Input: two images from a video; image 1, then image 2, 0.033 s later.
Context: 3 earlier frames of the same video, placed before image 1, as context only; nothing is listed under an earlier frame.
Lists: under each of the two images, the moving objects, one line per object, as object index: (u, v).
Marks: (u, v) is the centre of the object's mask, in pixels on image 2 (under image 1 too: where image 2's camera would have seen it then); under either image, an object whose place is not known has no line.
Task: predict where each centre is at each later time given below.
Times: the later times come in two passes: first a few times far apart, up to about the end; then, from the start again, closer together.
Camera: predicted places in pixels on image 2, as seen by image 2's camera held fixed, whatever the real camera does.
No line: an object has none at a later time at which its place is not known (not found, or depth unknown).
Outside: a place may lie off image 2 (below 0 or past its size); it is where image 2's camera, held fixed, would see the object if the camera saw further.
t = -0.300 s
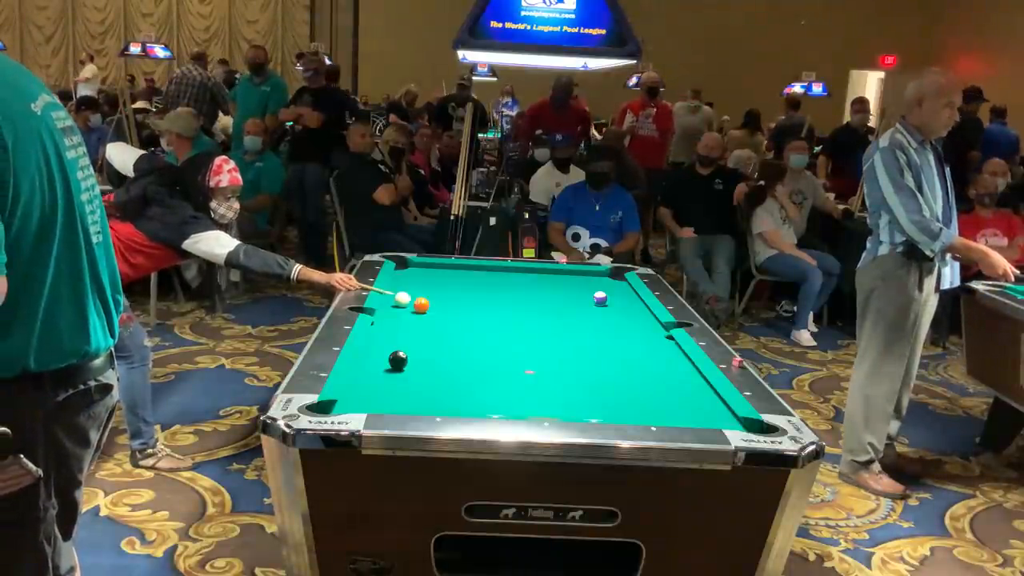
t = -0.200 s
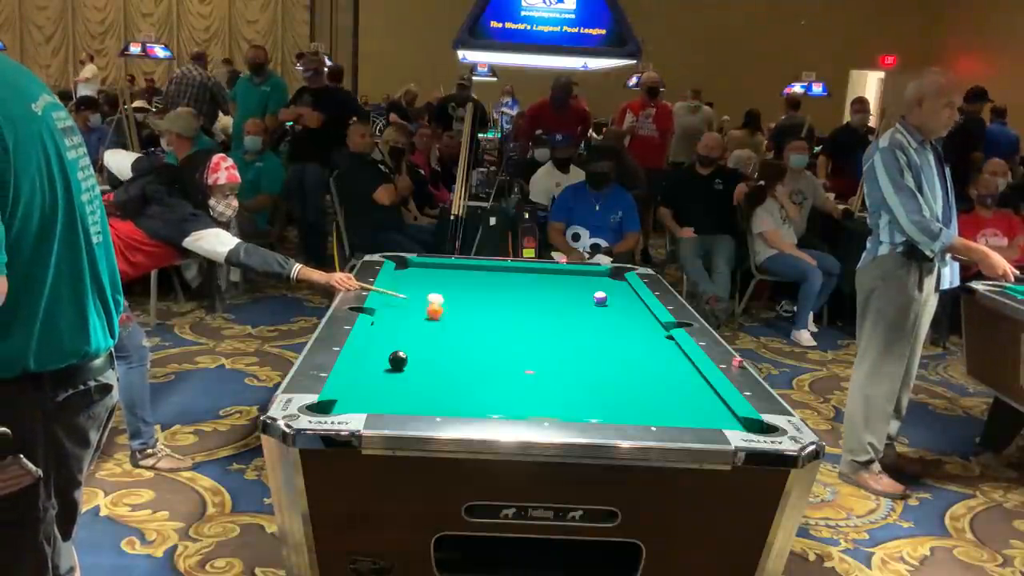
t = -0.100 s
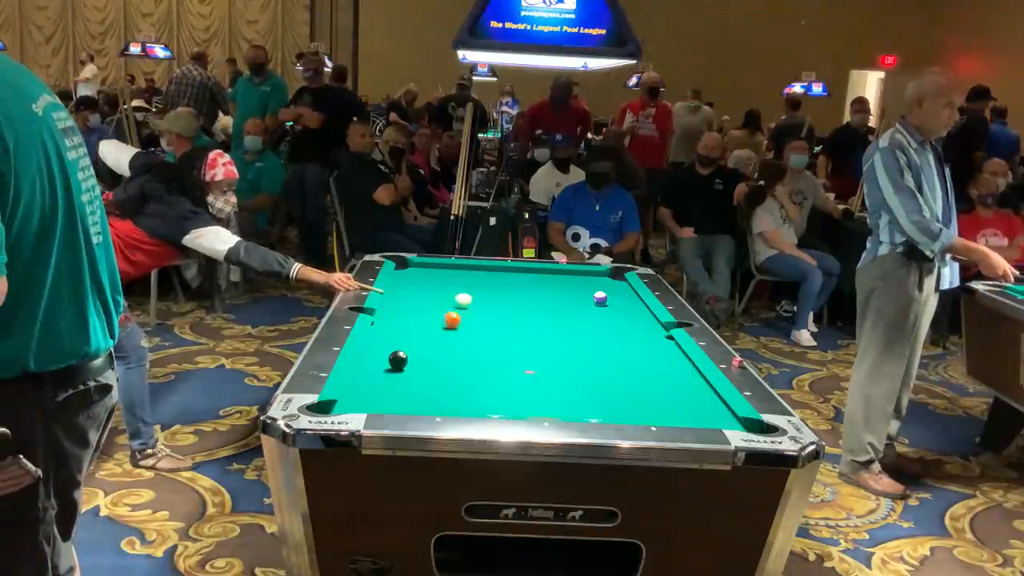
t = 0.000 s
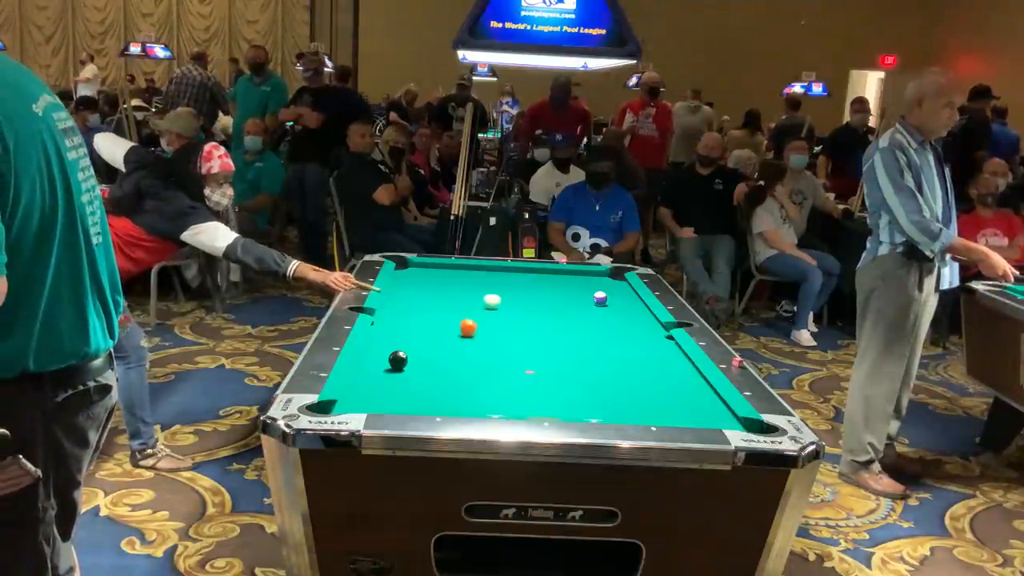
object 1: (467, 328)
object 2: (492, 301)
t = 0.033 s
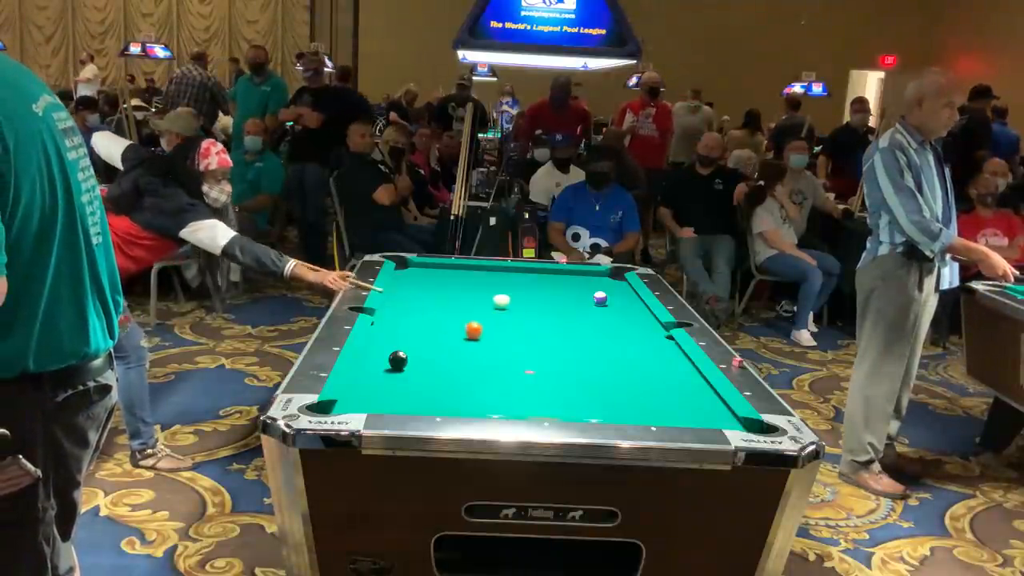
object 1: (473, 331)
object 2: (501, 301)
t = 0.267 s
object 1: (513, 351)
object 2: (566, 303)
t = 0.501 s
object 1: (559, 373)
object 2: (628, 305)
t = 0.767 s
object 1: (618, 402)
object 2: (606, 304)
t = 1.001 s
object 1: (668, 416)
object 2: (573, 302)
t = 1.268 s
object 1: (687, 405)
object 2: (538, 301)
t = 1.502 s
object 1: (702, 393)
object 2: (508, 300)
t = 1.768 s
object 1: (688, 381)
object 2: (475, 298)
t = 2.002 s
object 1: (669, 372)
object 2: (448, 297)
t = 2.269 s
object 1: (651, 363)
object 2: (418, 296)
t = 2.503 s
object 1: (637, 355)
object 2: (394, 295)
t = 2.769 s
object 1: (623, 348)
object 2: (405, 295)
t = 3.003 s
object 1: (612, 342)
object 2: (419, 296)
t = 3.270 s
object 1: (601, 337)
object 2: (432, 296)
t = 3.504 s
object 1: (593, 332)
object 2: (442, 297)
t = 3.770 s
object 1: (585, 327)
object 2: (452, 298)
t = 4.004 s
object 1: (579, 324)
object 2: (459, 298)
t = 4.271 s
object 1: (572, 321)
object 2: (465, 299)
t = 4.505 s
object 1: (567, 318)
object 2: (469, 299)
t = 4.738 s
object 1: (563, 316)
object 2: (471, 299)
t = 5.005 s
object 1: (559, 314)
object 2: (473, 299)
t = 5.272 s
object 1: (556, 313)
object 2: (472, 299)
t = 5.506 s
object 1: (554, 311)
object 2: (472, 299)
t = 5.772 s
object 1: (552, 311)
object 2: (472, 299)
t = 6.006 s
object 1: (552, 311)
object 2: (472, 299)
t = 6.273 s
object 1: (552, 311)
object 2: (472, 299)
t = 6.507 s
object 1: (552, 311)
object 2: (472, 299)
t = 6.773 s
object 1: (552, 311)
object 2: (472, 299)
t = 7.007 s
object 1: (552, 311)
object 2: (472, 299)
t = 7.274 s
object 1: (552, 311)
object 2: (472, 299)
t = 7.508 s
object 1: (552, 311)
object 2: (472, 299)
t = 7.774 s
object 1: (552, 311)
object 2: (472, 299)
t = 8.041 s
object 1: (552, 311)
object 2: (472, 299)
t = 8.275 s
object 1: (552, 311)
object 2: (472, 299)
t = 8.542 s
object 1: (552, 311)
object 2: (472, 299)
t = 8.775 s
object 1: (552, 311)
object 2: (472, 299)
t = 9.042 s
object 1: (552, 311)
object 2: (472, 299)
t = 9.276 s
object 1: (552, 311)
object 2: (472, 299)
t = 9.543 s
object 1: (552, 311)
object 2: (472, 299)
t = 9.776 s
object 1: (552, 311)
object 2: (472, 299)
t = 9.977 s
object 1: (552, 311)
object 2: (472, 299)
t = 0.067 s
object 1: (478, 334)
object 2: (511, 302)
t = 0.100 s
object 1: (484, 336)
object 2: (520, 302)
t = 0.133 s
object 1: (490, 339)
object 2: (529, 302)
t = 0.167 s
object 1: (496, 342)
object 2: (539, 302)
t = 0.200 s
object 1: (502, 345)
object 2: (548, 303)
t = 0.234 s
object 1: (507, 348)
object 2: (557, 303)
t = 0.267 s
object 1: (513, 351)
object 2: (566, 303)
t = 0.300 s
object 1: (520, 354)
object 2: (575, 303)
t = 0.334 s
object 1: (526, 357)
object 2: (584, 304)
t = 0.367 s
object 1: (532, 360)
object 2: (593, 304)
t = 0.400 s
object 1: (539, 363)
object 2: (602, 304)
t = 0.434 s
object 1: (545, 366)
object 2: (610, 304)
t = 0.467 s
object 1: (552, 370)
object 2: (619, 304)
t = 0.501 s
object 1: (559, 373)
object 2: (628, 305)
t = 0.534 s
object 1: (566, 376)
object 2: (636, 305)
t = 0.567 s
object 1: (573, 380)
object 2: (637, 305)
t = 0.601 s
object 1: (580, 383)
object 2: (631, 305)
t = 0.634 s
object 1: (587, 387)
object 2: (626, 304)
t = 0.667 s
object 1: (595, 390)
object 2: (621, 304)
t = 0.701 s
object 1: (602, 394)
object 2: (616, 304)
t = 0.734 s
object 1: (610, 398)
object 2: (611, 304)
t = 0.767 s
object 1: (618, 402)
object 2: (606, 304)
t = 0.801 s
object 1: (626, 405)
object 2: (602, 303)
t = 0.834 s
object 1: (634, 409)
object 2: (597, 303)
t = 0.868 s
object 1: (643, 412)
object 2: (592, 303)
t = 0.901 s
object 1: (651, 414)
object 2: (587, 303)
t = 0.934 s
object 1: (660, 417)
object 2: (583, 303)
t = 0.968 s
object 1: (666, 417)
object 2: (578, 302)
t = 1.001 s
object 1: (668, 416)
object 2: (573, 302)
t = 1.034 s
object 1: (671, 415)
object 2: (569, 302)
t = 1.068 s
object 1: (673, 414)
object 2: (564, 302)
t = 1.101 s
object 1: (676, 413)
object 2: (560, 302)
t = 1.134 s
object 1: (678, 412)
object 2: (555, 302)
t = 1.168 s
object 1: (680, 410)
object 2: (551, 302)
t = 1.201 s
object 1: (683, 409)
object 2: (546, 301)
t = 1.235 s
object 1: (685, 407)
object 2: (542, 301)
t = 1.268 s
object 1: (687, 405)
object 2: (538, 301)
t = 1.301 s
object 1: (690, 403)
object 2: (533, 301)
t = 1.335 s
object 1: (692, 402)
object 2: (529, 301)
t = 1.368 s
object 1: (694, 400)
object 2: (525, 300)
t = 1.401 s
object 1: (696, 398)
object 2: (520, 300)
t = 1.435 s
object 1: (698, 396)
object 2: (516, 300)
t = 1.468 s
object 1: (700, 395)
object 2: (512, 300)
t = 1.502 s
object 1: (702, 393)
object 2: (508, 300)
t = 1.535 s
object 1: (704, 392)
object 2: (504, 300)
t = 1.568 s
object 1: (705, 390)
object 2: (499, 300)
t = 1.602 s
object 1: (702, 389)
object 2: (495, 299)
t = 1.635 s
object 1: (699, 387)
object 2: (491, 299)
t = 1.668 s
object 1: (696, 385)
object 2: (487, 299)
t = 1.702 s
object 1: (693, 384)
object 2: (483, 299)
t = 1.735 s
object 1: (690, 383)
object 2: (479, 299)
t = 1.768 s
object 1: (688, 381)
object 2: (475, 298)
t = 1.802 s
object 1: (685, 380)
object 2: (471, 298)
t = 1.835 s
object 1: (682, 379)
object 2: (467, 298)
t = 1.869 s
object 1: (679, 377)
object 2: (463, 298)
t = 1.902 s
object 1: (677, 376)
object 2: (459, 298)
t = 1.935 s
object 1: (674, 375)
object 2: (455, 298)
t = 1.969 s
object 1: (672, 373)
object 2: (451, 298)
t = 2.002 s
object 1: (669, 372)
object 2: (448, 297)
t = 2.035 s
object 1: (667, 371)
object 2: (444, 297)
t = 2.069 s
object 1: (665, 370)
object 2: (440, 297)
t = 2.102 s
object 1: (662, 368)
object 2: (436, 297)
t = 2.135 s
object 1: (660, 367)
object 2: (433, 296)
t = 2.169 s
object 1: (657, 366)
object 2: (429, 296)
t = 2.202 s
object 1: (655, 365)
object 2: (425, 296)
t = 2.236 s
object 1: (653, 364)
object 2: (422, 296)
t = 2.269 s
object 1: (651, 363)
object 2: (418, 296)
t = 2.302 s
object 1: (649, 362)
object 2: (415, 296)
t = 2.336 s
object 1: (647, 361)
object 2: (411, 295)
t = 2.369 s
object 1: (645, 360)
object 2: (408, 295)
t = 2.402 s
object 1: (643, 359)
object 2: (405, 295)
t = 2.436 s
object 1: (641, 357)
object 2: (401, 295)
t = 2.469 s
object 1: (639, 356)
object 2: (397, 295)
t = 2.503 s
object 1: (637, 355)
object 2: (394, 295)
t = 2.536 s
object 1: (635, 355)
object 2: (391, 295)
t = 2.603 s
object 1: (631, 352)
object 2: (395, 295)
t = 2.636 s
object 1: (630, 352)
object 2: (397, 295)
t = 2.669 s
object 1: (628, 351)
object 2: (399, 295)
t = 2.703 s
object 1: (626, 350)
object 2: (401, 295)
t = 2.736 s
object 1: (625, 349)
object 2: (403, 295)
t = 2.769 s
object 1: (623, 348)
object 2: (405, 295)
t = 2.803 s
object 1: (621, 347)
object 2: (407, 296)
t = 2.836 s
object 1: (620, 346)
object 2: (409, 296)
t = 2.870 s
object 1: (618, 346)
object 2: (411, 296)
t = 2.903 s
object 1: (617, 345)
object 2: (413, 296)
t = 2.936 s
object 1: (615, 344)
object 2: (415, 296)
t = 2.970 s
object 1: (614, 343)
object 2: (417, 296)
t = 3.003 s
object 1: (612, 342)
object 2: (419, 296)
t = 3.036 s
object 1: (610, 342)
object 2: (420, 296)
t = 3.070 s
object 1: (609, 341)
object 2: (422, 296)
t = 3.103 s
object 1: (608, 340)
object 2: (424, 296)
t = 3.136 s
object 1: (606, 339)
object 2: (426, 296)
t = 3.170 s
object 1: (605, 339)
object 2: (427, 296)
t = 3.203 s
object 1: (604, 338)
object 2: (429, 296)
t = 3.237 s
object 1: (602, 337)
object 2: (431, 296)
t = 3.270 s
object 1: (601, 337)
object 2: (432, 296)
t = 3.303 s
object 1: (600, 336)
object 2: (434, 296)
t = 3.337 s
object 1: (599, 335)
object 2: (435, 297)
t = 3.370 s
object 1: (598, 334)
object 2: (436, 297)
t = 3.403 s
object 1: (597, 334)
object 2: (438, 297)
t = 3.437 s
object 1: (595, 333)
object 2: (439, 297)
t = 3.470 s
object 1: (594, 333)
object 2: (440, 297)
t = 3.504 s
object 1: (593, 332)
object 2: (442, 297)
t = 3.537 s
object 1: (592, 331)
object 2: (443, 297)
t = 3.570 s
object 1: (591, 331)
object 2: (445, 298)
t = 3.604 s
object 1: (590, 330)
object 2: (446, 298)
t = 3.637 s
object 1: (589, 330)
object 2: (447, 298)
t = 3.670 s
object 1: (588, 329)
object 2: (448, 298)
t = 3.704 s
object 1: (587, 328)
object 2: (449, 298)
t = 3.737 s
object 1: (586, 328)
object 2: (450, 298)
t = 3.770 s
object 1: (585, 327)
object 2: (452, 298)
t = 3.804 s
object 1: (584, 327)
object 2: (453, 298)
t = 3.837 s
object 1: (583, 326)
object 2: (453, 298)
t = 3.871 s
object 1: (582, 326)
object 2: (455, 298)
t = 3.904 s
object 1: (581, 325)
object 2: (456, 298)
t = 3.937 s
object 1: (580, 325)
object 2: (457, 298)
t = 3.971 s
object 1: (580, 324)
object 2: (458, 298)
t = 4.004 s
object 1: (579, 324)
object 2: (459, 298)
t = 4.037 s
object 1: (578, 323)
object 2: (459, 299)
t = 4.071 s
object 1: (577, 323)
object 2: (460, 299)
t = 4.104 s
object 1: (576, 323)
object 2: (461, 299)
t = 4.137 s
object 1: (575, 322)
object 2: (462, 299)
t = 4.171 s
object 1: (575, 322)
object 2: (463, 299)
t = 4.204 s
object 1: (574, 321)
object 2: (463, 299)
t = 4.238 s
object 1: (573, 321)
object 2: (464, 299)
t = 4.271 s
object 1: (572, 321)
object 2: (465, 299)
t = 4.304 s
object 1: (571, 320)
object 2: (466, 299)
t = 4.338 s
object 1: (571, 320)
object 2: (466, 299)
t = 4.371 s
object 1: (570, 320)
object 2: (466, 299)
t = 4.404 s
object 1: (569, 319)
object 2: (467, 299)
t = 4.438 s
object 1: (569, 319)
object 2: (468, 299)
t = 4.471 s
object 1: (568, 318)
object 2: (468, 299)
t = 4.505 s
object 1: (567, 318)
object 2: (469, 299)
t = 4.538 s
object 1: (567, 318)
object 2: (469, 299)
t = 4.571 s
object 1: (566, 317)
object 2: (469, 299)
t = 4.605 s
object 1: (566, 317)
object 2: (470, 299)
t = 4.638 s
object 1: (565, 317)
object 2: (470, 299)
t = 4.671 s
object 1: (564, 316)
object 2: (471, 299)
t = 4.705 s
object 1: (564, 316)
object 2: (471, 299)
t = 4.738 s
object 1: (563, 316)
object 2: (471, 299)
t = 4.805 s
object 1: (562, 315)
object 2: (472, 299)
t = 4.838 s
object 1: (561, 315)
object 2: (472, 299)
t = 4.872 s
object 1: (561, 315)
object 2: (472, 299)
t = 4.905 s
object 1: (561, 314)
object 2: (472, 299)
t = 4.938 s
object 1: (560, 314)
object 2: (472, 299)
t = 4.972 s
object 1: (560, 314)
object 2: (473, 299)
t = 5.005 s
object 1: (559, 314)
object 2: (473, 299)
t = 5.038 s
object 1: (559, 314)
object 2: (473, 299)
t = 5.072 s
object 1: (558, 314)
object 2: (473, 299)
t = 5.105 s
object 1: (558, 313)
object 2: (473, 299)
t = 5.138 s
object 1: (557, 313)
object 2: (473, 299)
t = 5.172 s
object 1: (557, 313)
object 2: (472, 299)
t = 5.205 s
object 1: (556, 313)
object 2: (472, 299)
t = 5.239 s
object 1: (556, 313)
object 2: (472, 299)
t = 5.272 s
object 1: (556, 313)
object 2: (472, 299)
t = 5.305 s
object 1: (556, 312)
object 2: (472, 299)
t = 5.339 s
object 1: (555, 312)
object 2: (472, 299)
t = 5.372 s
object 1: (555, 312)
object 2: (472, 299)
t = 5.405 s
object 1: (555, 312)
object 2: (472, 299)
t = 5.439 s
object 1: (555, 312)
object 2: (472, 299)
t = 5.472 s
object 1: (554, 312)
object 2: (472, 299)
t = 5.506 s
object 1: (554, 311)
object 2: (472, 299)
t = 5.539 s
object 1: (554, 311)
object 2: (472, 299)
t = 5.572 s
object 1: (554, 311)
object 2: (472, 299)
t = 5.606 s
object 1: (554, 311)
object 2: (472, 299)
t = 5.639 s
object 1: (553, 311)
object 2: (472, 299)
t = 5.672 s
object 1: (553, 311)
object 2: (472, 299)
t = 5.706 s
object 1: (553, 311)
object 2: (472, 299)
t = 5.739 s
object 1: (553, 311)
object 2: (472, 299)
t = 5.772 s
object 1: (552, 311)
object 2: (472, 299)
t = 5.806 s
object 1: (552, 311)
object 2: (472, 299)
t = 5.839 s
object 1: (552, 311)
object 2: (472, 299)
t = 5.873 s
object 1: (552, 311)
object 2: (472, 299)
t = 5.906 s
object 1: (552, 311)
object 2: (472, 299)
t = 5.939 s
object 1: (552, 311)
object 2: (472, 299)
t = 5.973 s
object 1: (552, 311)
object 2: (472, 299)
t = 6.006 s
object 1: (552, 311)
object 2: (472, 299)
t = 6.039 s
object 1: (552, 311)
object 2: (472, 299)
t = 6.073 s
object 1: (551, 311)
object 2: (472, 299)
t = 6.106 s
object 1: (551, 311)
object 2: (472, 299)
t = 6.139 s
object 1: (552, 311)
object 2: (472, 299)
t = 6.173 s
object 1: (551, 311)
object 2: (472, 299)
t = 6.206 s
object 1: (552, 311)
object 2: (472, 299)
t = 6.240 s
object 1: (552, 311)
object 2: (472, 299)
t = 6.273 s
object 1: (552, 311)
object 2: (472, 299)
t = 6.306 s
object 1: (552, 311)
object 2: (472, 299)
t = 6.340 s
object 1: (552, 311)
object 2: (472, 299)
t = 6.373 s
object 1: (552, 311)
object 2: (472, 299)
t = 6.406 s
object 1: (552, 311)
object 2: (472, 299)
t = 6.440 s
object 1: (552, 311)
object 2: (472, 299)
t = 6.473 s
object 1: (552, 311)
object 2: (472, 299)
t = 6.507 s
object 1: (552, 311)
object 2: (472, 299)
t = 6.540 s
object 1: (552, 311)
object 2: (472, 299)
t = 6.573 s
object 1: (552, 311)
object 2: (472, 299)
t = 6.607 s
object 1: (552, 311)
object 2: (472, 299)
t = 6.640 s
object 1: (552, 311)
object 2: (472, 299)
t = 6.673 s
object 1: (552, 311)
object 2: (472, 299)
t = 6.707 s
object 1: (552, 311)
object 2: (472, 299)
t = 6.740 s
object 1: (552, 311)
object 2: (472, 299)
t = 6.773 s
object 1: (552, 311)
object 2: (472, 299)
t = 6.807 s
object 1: (552, 311)
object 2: (472, 299)
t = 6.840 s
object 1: (552, 311)
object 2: (472, 299)
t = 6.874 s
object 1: (552, 311)
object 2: (472, 299)
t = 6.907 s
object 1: (552, 311)
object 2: (472, 299)
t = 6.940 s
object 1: (552, 311)
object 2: (472, 299)
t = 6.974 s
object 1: (552, 311)
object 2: (472, 299)
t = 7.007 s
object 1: (552, 311)
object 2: (472, 299)
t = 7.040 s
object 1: (552, 311)
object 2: (472, 299)
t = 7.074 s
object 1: (552, 311)
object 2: (472, 299)
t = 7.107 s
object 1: (552, 311)
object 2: (472, 299)
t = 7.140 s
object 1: (552, 311)
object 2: (472, 299)
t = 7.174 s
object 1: (552, 311)
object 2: (472, 299)
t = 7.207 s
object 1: (552, 311)
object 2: (472, 299)
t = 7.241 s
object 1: (552, 311)
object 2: (472, 299)
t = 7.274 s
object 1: (552, 311)
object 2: (472, 299)
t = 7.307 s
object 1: (552, 311)
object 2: (472, 299)
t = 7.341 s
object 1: (552, 311)
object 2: (472, 299)
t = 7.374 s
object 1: (552, 311)
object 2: (472, 299)
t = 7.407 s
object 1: (552, 311)
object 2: (472, 299)
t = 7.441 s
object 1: (552, 311)
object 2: (472, 299)
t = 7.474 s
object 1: (552, 311)
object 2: (472, 299)
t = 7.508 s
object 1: (552, 311)
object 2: (472, 299)
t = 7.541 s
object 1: (552, 311)
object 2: (472, 299)
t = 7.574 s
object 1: (552, 311)
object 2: (472, 299)
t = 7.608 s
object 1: (552, 311)
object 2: (472, 299)
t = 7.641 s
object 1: (552, 311)
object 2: (472, 299)
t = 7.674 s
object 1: (552, 311)
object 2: (472, 299)
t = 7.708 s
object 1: (552, 311)
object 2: (472, 299)
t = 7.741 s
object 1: (552, 311)
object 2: (472, 299)
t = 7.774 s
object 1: (552, 311)
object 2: (472, 299)
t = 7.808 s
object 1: (552, 311)
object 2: (472, 299)
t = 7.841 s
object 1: (552, 311)
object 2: (472, 299)
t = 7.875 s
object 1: (552, 311)
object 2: (472, 299)
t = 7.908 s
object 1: (552, 311)
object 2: (472, 299)
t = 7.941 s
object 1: (552, 311)
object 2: (472, 299)
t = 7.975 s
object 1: (552, 311)
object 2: (472, 299)
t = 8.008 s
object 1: (552, 311)
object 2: (472, 299)
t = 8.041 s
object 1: (552, 311)
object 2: (472, 299)
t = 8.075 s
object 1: (552, 311)
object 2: (472, 299)
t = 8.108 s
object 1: (552, 311)
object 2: (472, 299)
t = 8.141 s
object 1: (552, 311)
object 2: (472, 299)
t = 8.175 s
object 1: (552, 311)
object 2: (472, 299)
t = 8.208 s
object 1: (552, 311)
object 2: (472, 299)
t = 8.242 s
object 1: (552, 311)
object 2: (472, 299)
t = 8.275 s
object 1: (552, 311)
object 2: (472, 299)
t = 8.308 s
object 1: (552, 311)
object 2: (472, 299)
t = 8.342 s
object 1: (552, 311)
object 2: (472, 299)
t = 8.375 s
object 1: (552, 311)
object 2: (472, 299)
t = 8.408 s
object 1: (552, 311)
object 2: (472, 299)
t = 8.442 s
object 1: (552, 311)
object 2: (472, 299)
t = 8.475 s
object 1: (552, 311)
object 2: (472, 299)
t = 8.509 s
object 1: (552, 311)
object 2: (472, 299)
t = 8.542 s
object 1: (552, 311)
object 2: (472, 299)
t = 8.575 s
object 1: (552, 311)
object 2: (472, 299)
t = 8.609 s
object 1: (552, 311)
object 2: (472, 299)
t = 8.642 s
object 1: (552, 311)
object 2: (472, 299)
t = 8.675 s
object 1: (552, 311)
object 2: (472, 299)
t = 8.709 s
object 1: (552, 311)
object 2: (472, 299)
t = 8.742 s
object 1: (552, 311)
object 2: (472, 299)
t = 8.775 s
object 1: (552, 311)
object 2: (472, 299)
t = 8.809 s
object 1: (552, 311)
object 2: (472, 299)
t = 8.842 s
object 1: (552, 311)
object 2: (472, 299)
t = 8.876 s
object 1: (552, 311)
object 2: (472, 299)
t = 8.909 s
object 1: (552, 311)
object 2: (472, 299)
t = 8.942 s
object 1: (552, 311)
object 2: (472, 299)
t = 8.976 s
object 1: (552, 311)
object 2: (472, 299)
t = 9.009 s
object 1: (552, 311)
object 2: (472, 299)
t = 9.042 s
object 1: (552, 311)
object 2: (472, 299)
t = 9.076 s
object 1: (552, 311)
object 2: (472, 299)
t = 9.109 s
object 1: (552, 311)
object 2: (472, 299)
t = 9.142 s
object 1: (552, 311)
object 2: (472, 299)
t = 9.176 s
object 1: (552, 311)
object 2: (472, 299)
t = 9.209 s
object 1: (552, 311)
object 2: (472, 299)
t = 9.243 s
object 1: (552, 311)
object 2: (472, 299)
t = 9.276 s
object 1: (552, 311)
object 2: (472, 299)
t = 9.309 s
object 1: (552, 311)
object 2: (472, 299)
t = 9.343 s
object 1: (552, 311)
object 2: (472, 299)
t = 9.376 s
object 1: (552, 311)
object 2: (472, 299)
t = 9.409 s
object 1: (552, 311)
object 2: (472, 299)
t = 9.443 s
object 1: (552, 311)
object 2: (472, 299)
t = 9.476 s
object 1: (552, 311)
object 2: (472, 299)
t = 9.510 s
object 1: (552, 311)
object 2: (472, 299)
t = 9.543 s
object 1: (552, 311)
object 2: (472, 299)
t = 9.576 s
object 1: (552, 311)
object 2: (472, 299)
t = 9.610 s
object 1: (552, 311)
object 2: (472, 299)
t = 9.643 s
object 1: (552, 311)
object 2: (472, 299)
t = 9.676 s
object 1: (552, 311)
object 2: (472, 299)
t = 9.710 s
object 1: (552, 311)
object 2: (472, 299)
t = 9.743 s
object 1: (552, 311)
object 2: (472, 299)
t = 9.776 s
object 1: (552, 311)
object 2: (472, 299)
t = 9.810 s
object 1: (552, 311)
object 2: (472, 299)
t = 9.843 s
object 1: (552, 311)
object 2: (472, 299)
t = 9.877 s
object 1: (552, 311)
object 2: (472, 299)
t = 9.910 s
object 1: (552, 311)
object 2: (472, 299)
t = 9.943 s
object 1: (552, 311)
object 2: (472, 299)
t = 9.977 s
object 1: (552, 311)
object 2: (472, 299)
